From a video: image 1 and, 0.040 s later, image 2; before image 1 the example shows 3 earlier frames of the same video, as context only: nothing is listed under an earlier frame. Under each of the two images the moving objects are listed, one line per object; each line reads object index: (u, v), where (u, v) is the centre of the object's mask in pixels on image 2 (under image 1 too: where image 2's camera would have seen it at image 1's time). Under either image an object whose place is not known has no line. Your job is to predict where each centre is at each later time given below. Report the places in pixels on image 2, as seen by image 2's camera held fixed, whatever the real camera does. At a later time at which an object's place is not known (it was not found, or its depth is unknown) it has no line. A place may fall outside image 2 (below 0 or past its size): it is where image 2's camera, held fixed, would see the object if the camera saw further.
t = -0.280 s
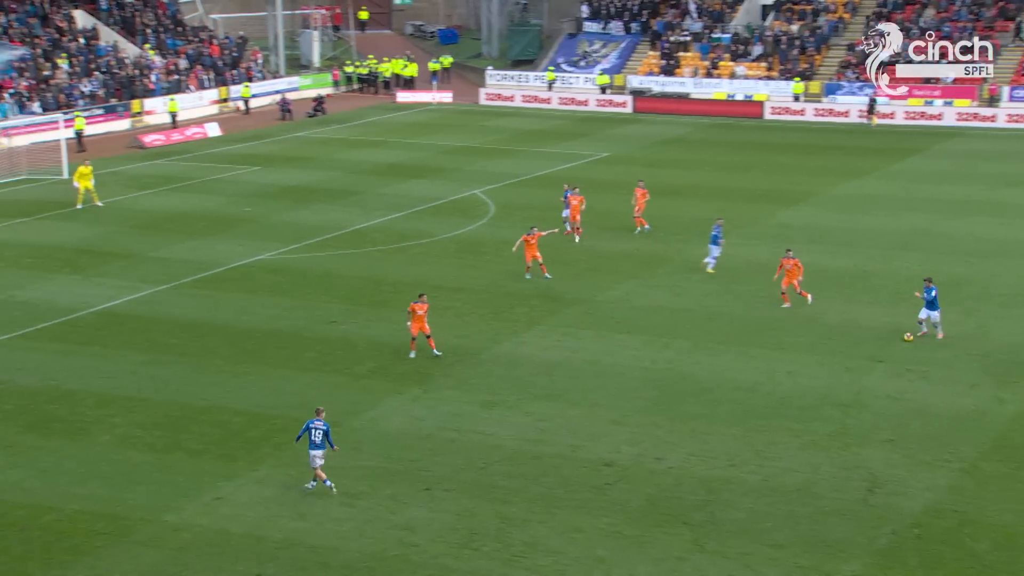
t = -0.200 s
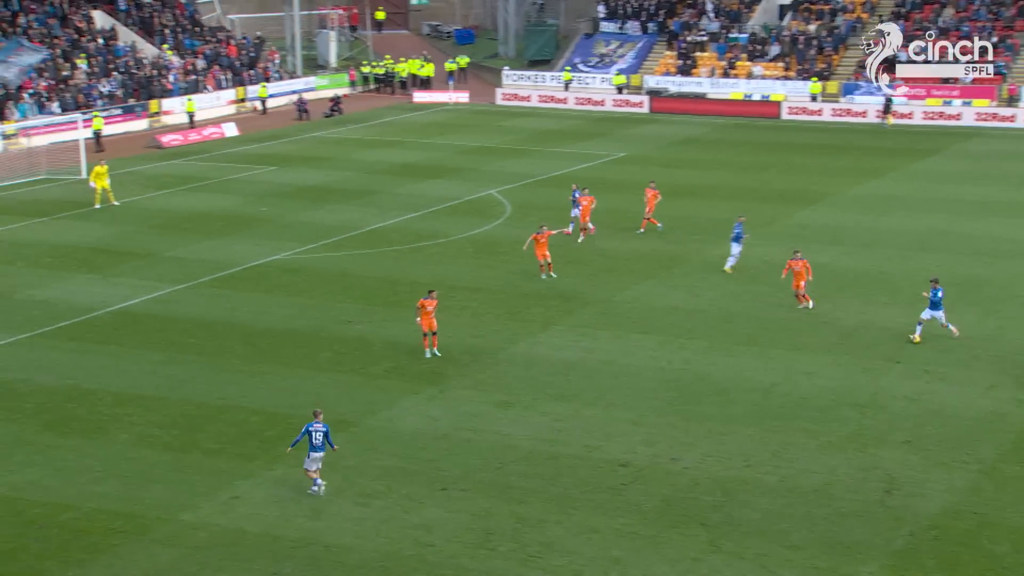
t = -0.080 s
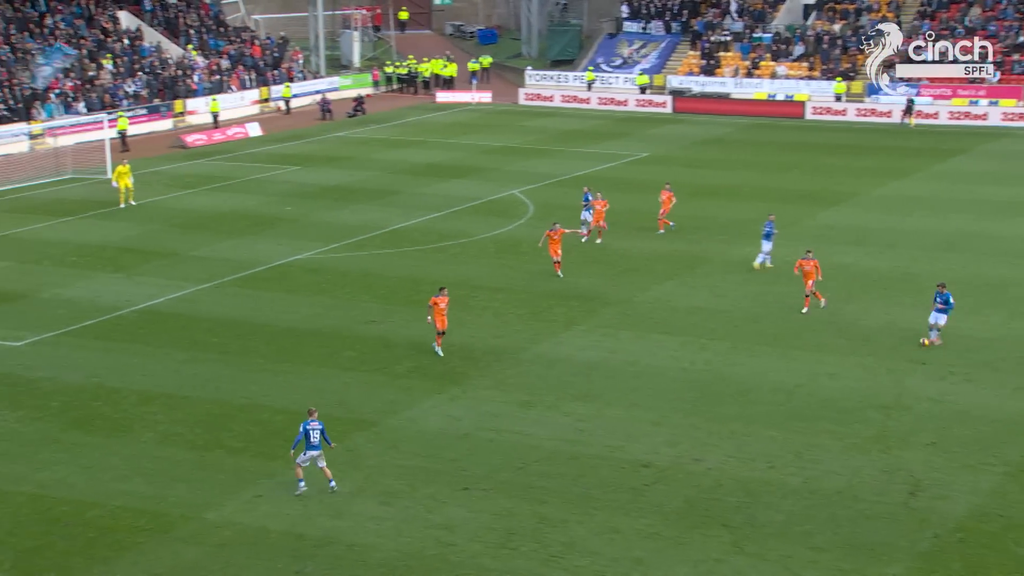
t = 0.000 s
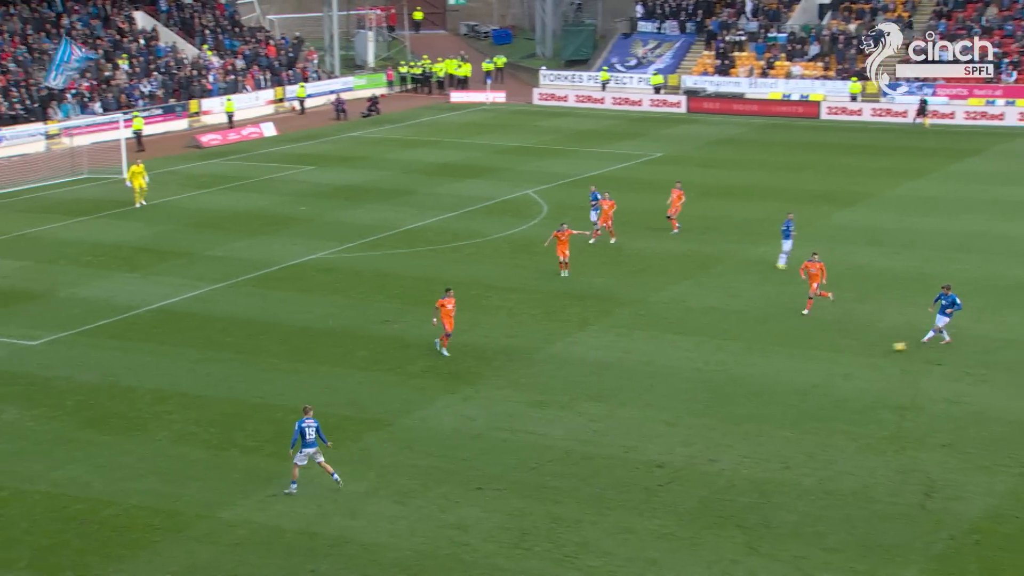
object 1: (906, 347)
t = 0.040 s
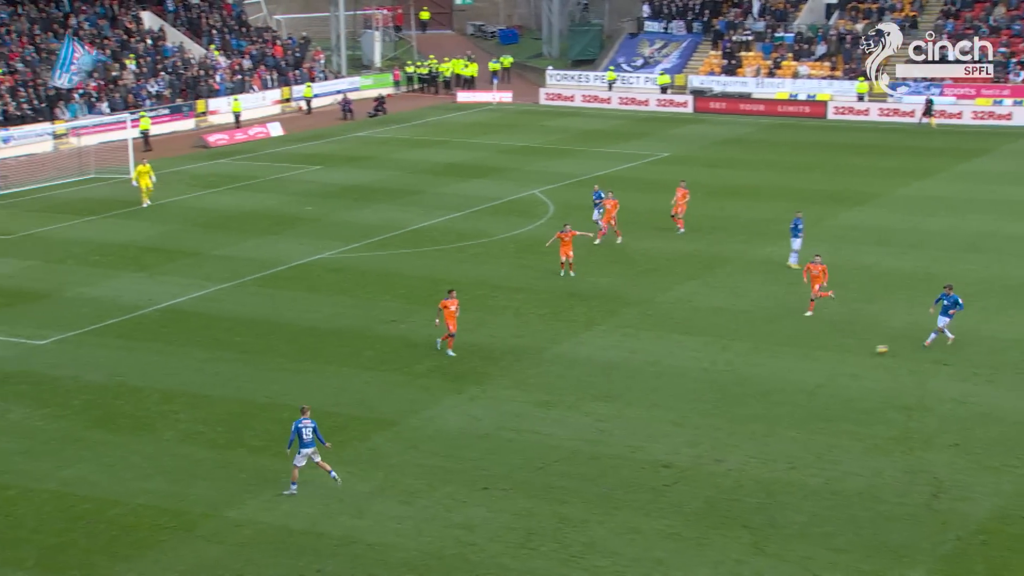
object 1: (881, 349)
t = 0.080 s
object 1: (857, 352)
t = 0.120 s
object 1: (831, 356)
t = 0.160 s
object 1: (808, 360)
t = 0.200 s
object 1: (783, 364)
